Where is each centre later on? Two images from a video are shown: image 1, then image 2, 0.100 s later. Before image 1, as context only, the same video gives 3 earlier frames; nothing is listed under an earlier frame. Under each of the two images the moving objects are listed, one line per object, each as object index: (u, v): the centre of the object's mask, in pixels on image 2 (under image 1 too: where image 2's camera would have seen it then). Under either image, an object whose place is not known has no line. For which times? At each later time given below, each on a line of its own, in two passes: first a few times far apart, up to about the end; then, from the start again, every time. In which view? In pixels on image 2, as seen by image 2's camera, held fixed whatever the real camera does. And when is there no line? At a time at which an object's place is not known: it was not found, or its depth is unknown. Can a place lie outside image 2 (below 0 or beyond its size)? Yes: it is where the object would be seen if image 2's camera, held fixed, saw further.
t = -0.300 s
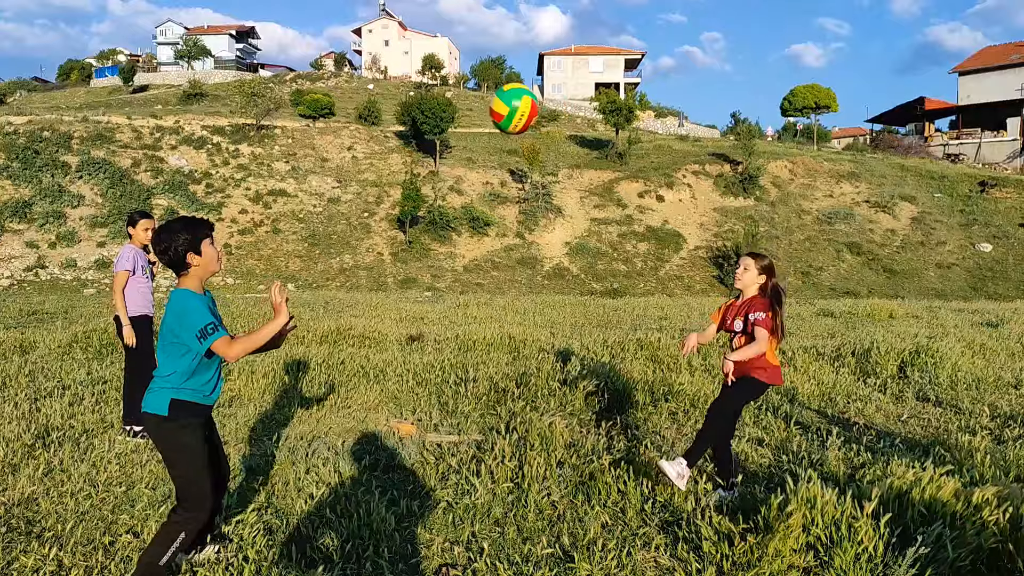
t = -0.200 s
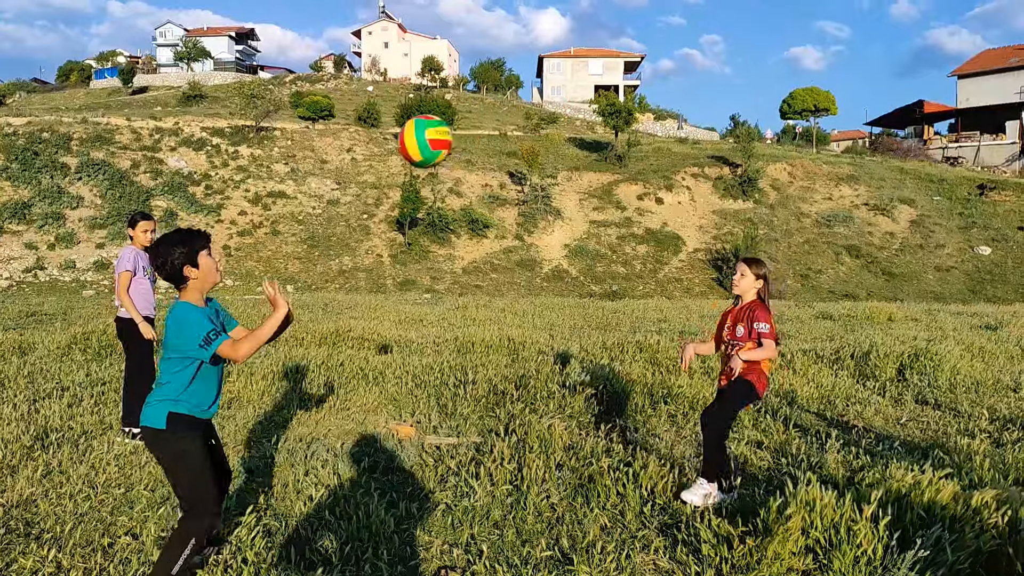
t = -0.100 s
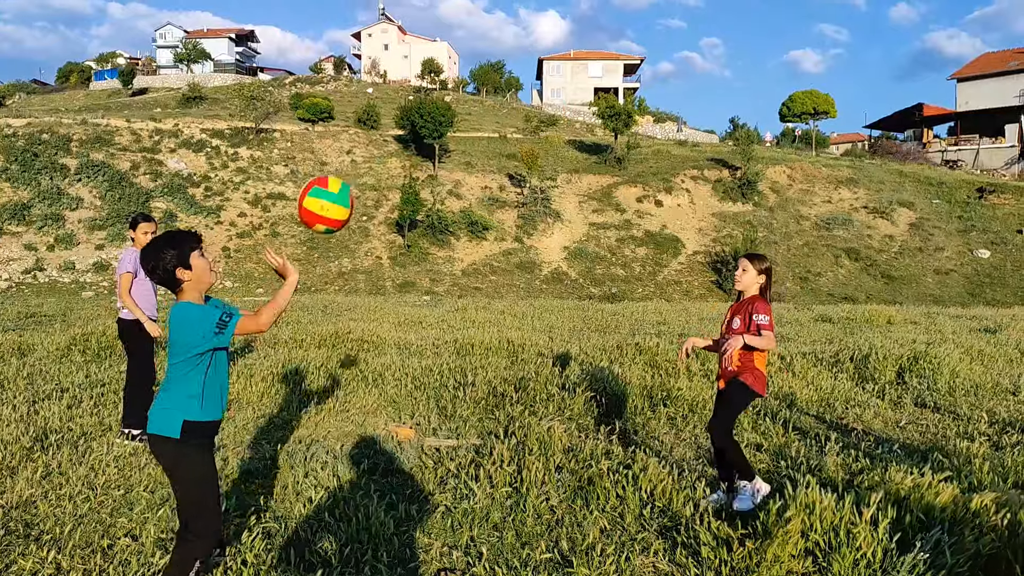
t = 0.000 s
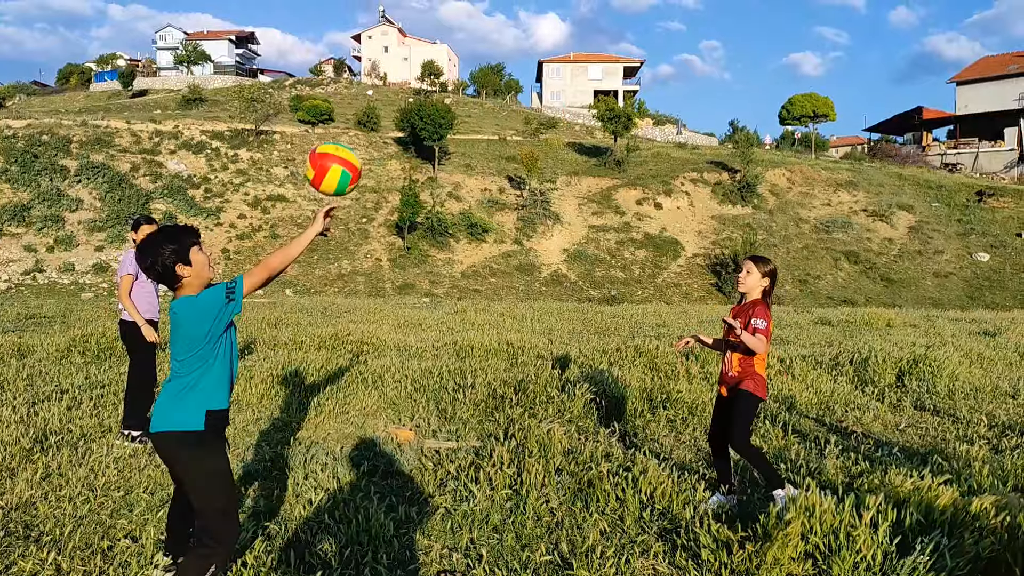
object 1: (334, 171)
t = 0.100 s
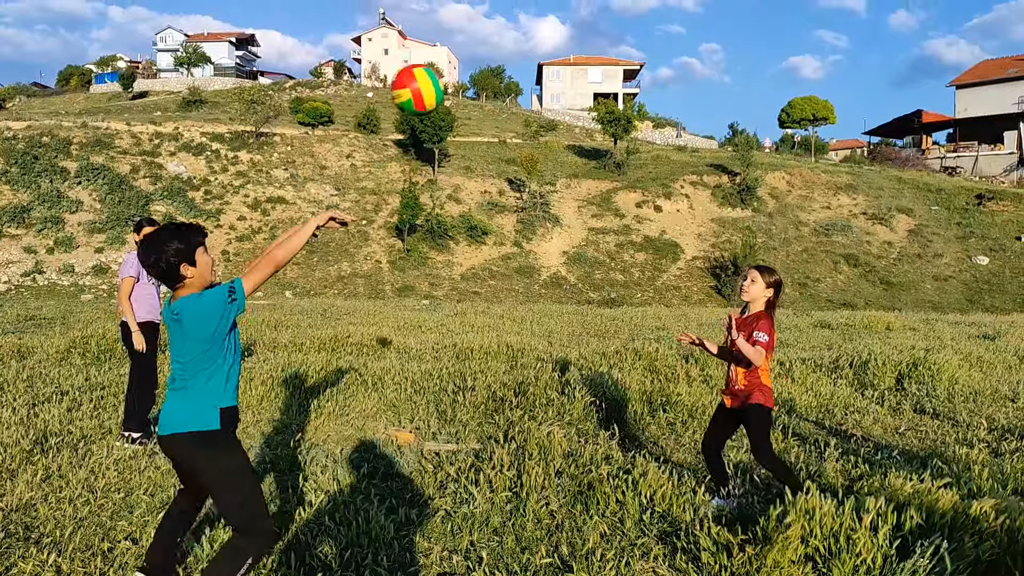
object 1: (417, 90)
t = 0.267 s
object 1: (544, 19)
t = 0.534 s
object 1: (719, 47)
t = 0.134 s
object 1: (443, 69)
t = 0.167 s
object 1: (469, 51)
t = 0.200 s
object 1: (495, 38)
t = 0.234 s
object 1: (520, 27)
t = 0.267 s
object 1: (544, 19)
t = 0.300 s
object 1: (568, 15)
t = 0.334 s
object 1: (591, 13)
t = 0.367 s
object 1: (614, 12)
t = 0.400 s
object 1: (635, 13)
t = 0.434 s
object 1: (657, 18)
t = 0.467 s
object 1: (678, 24)
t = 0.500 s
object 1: (699, 34)
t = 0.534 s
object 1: (719, 47)
